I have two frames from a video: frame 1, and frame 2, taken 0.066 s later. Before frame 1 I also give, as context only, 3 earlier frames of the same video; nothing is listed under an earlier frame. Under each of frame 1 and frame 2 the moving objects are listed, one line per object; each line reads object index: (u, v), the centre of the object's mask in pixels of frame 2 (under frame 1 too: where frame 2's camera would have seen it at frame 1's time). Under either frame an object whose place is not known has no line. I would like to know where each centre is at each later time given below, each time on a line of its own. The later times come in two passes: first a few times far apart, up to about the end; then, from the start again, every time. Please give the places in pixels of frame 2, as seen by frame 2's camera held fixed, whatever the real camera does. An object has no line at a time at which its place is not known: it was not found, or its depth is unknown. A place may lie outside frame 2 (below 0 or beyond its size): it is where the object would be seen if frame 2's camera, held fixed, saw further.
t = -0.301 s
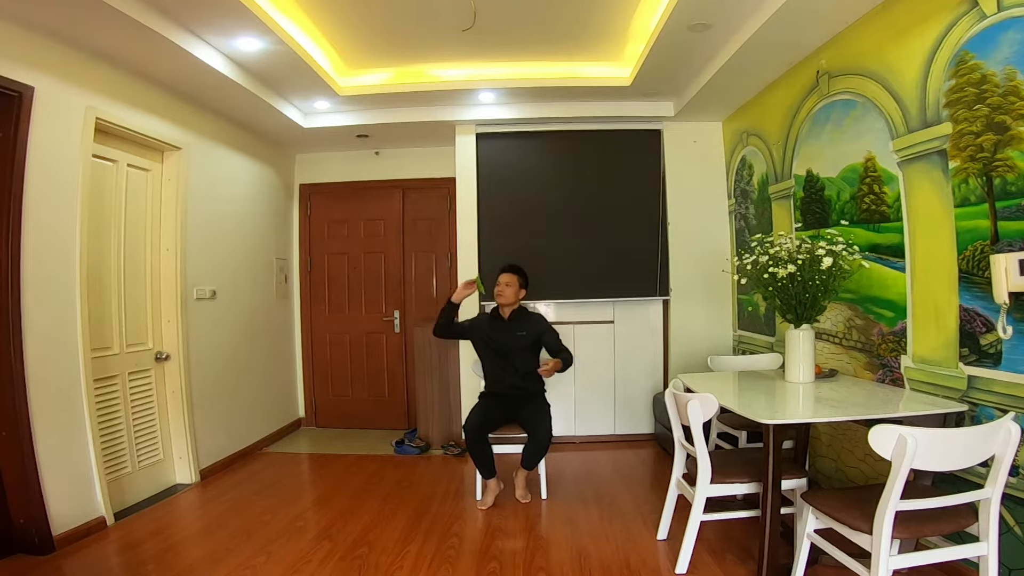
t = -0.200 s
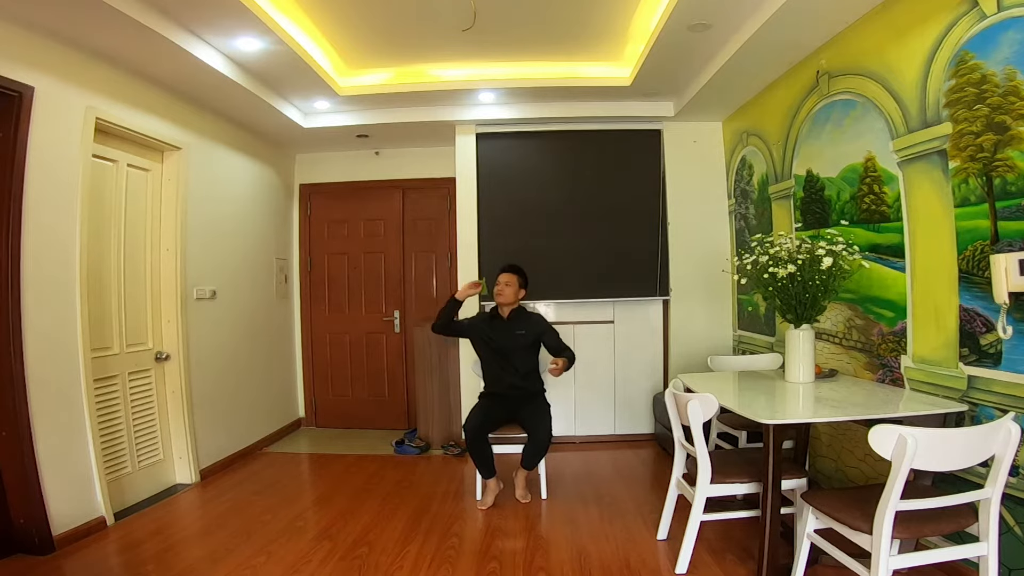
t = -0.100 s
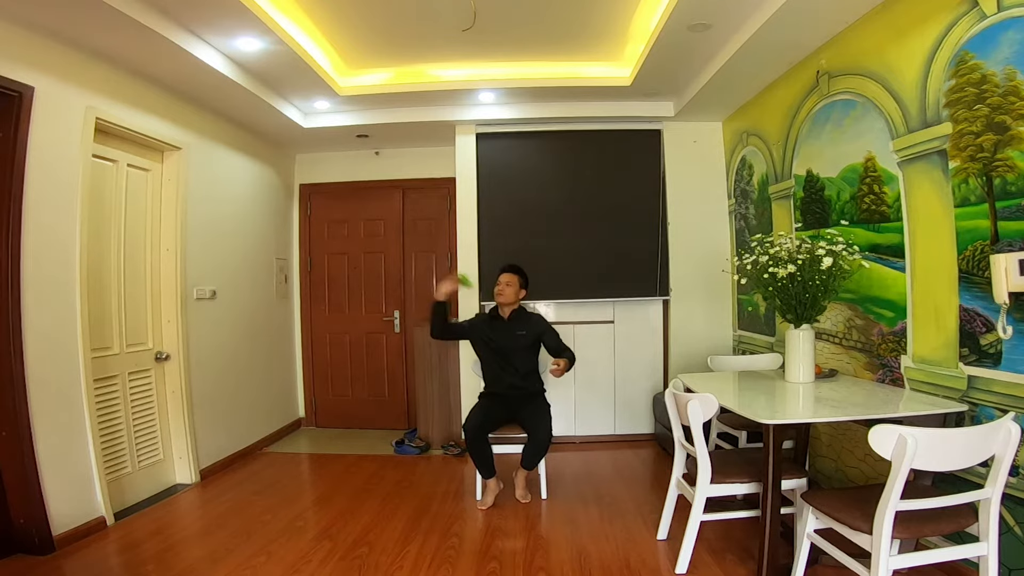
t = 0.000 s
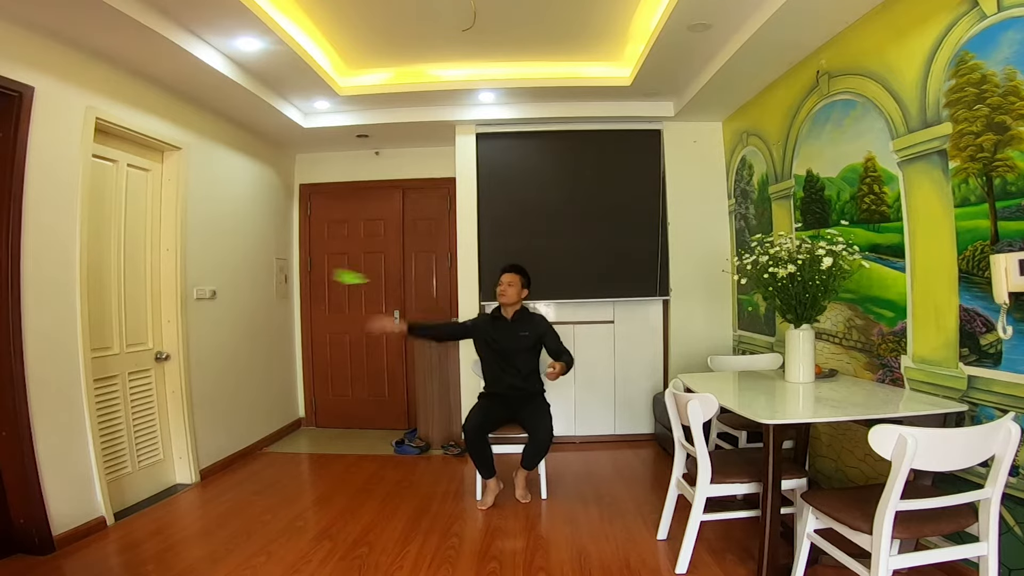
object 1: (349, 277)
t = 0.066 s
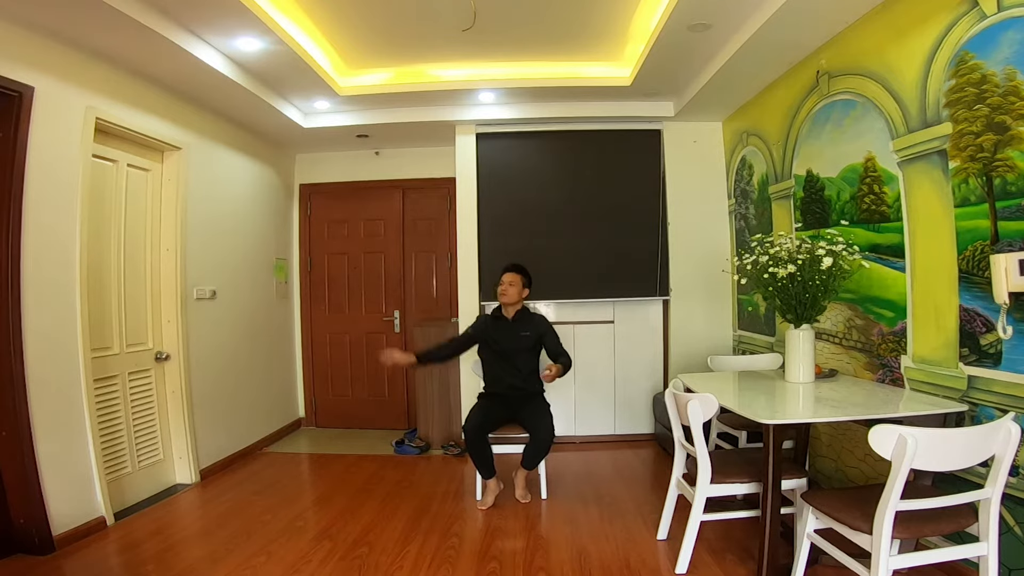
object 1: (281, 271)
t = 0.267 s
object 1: (277, 222)
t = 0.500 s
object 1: (431, 252)
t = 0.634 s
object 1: (465, 298)
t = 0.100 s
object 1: (257, 261)
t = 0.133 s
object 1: (243, 254)
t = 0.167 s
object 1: (240, 244)
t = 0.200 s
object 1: (245, 235)
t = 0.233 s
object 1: (258, 228)
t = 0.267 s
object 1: (277, 222)
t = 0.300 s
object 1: (301, 219)
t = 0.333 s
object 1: (325, 218)
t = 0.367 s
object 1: (350, 221)
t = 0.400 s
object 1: (374, 225)
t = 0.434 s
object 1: (396, 232)
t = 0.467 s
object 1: (415, 242)
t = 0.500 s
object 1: (431, 252)
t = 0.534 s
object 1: (443, 264)
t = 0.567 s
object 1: (453, 276)
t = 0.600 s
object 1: (460, 288)
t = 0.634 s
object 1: (465, 298)
